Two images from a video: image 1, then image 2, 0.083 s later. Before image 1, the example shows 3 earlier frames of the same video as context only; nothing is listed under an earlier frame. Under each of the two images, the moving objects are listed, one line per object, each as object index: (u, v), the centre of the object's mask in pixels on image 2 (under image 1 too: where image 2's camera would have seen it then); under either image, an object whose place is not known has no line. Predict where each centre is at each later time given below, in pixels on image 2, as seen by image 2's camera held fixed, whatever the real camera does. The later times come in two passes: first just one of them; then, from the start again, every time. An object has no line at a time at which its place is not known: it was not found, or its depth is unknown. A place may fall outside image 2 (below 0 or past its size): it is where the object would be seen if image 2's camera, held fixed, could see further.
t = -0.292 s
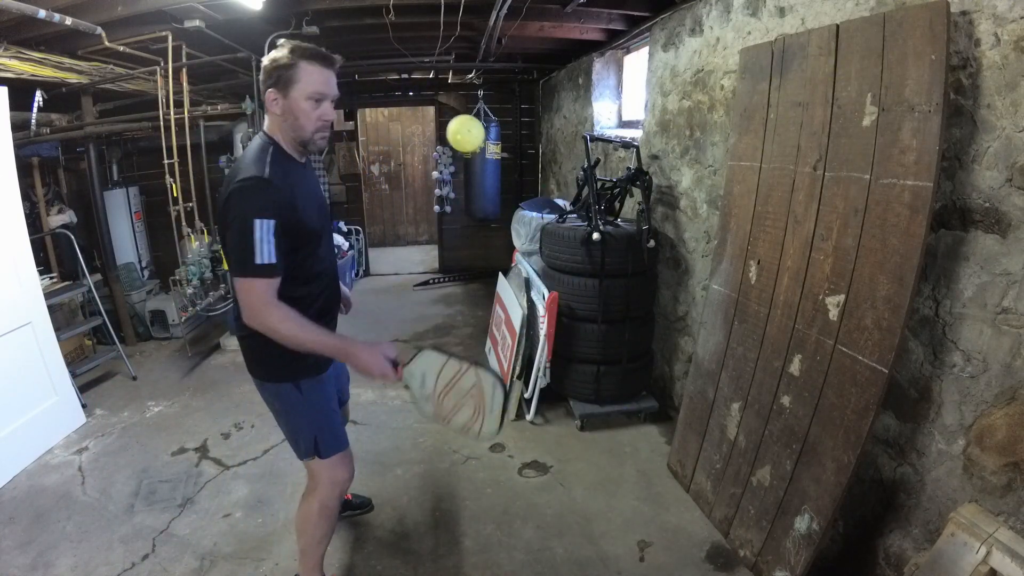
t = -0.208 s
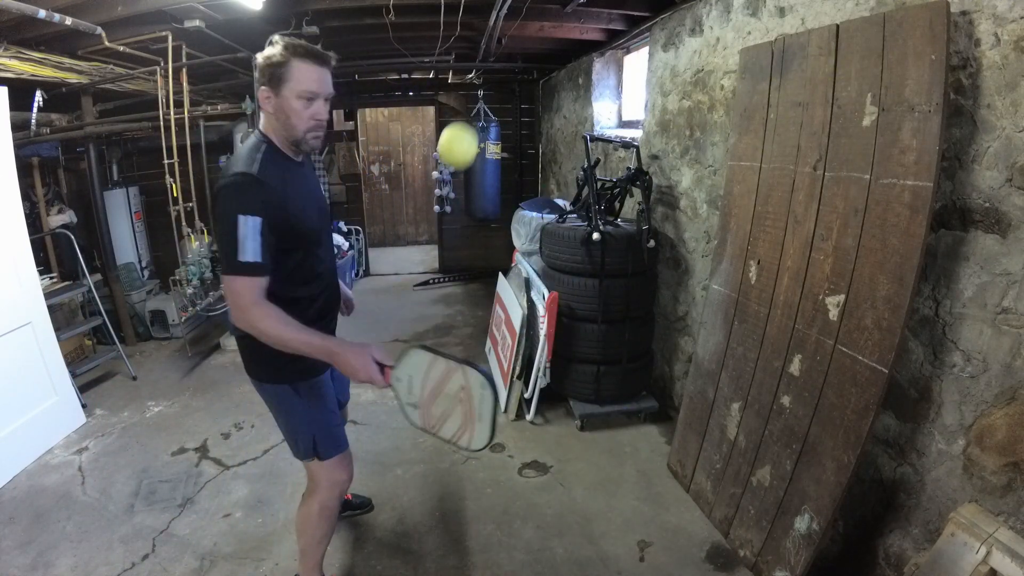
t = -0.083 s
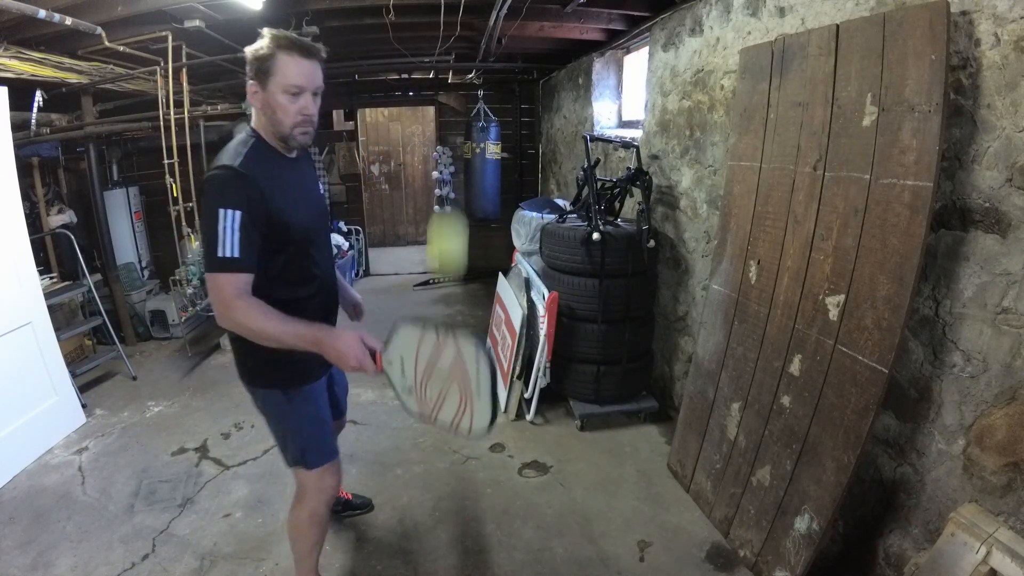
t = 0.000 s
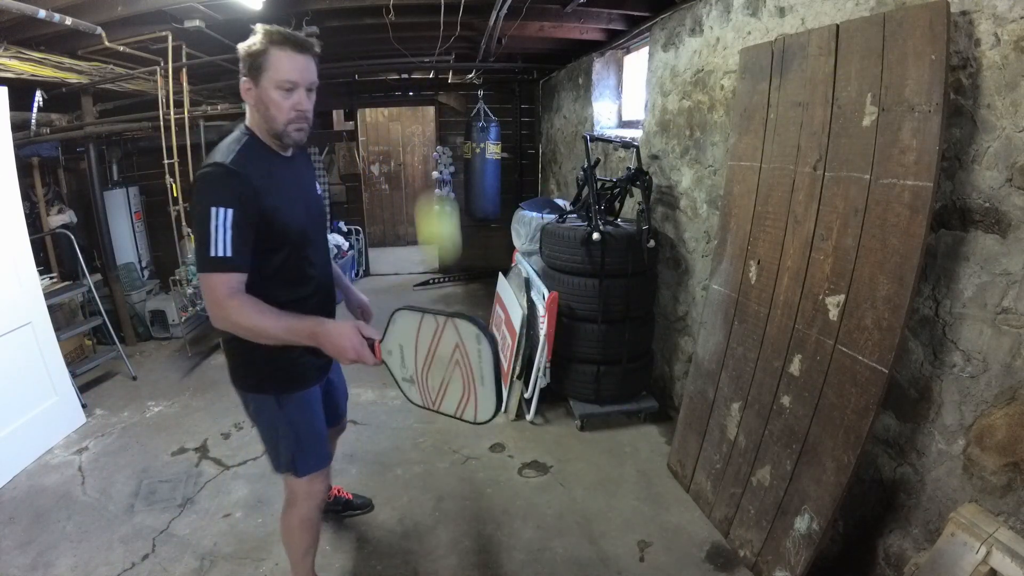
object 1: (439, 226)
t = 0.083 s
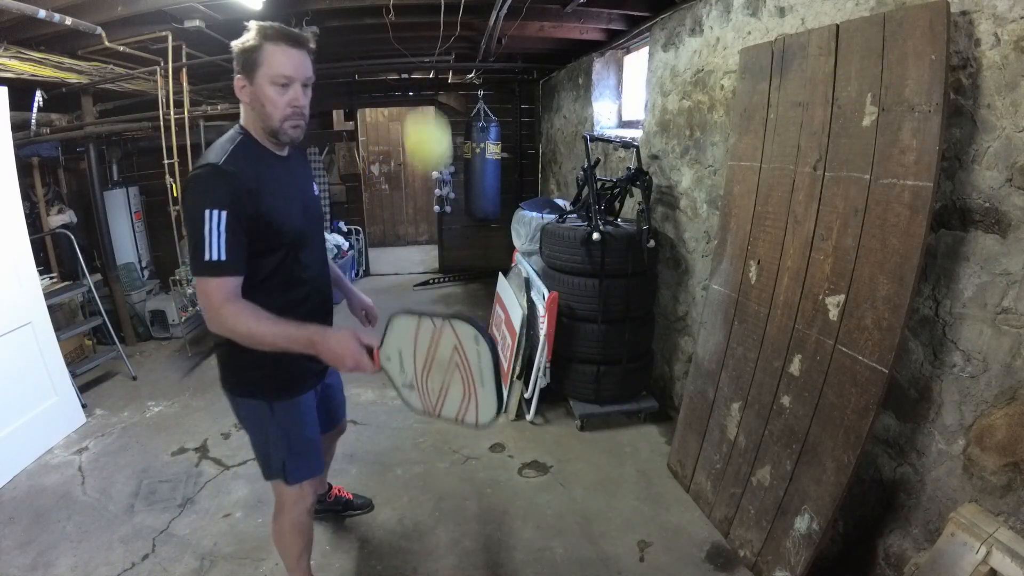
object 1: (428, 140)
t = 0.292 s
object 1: (411, 98)
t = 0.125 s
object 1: (424, 111)
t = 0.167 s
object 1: (420, 92)
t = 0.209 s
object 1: (417, 83)
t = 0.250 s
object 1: (413, 85)
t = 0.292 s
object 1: (411, 98)
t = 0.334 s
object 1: (408, 125)
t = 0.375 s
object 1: (406, 167)
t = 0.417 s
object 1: (405, 212)
